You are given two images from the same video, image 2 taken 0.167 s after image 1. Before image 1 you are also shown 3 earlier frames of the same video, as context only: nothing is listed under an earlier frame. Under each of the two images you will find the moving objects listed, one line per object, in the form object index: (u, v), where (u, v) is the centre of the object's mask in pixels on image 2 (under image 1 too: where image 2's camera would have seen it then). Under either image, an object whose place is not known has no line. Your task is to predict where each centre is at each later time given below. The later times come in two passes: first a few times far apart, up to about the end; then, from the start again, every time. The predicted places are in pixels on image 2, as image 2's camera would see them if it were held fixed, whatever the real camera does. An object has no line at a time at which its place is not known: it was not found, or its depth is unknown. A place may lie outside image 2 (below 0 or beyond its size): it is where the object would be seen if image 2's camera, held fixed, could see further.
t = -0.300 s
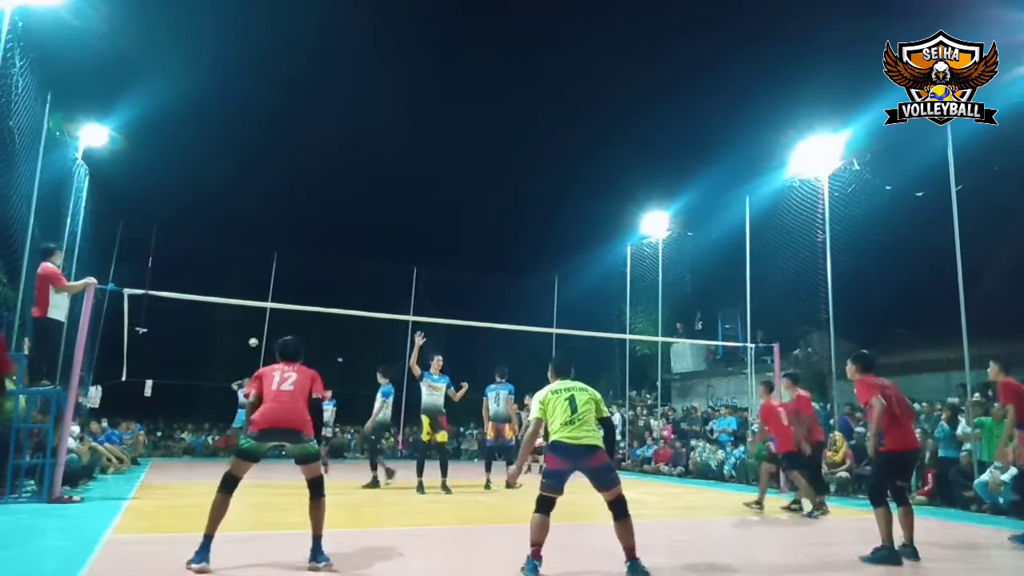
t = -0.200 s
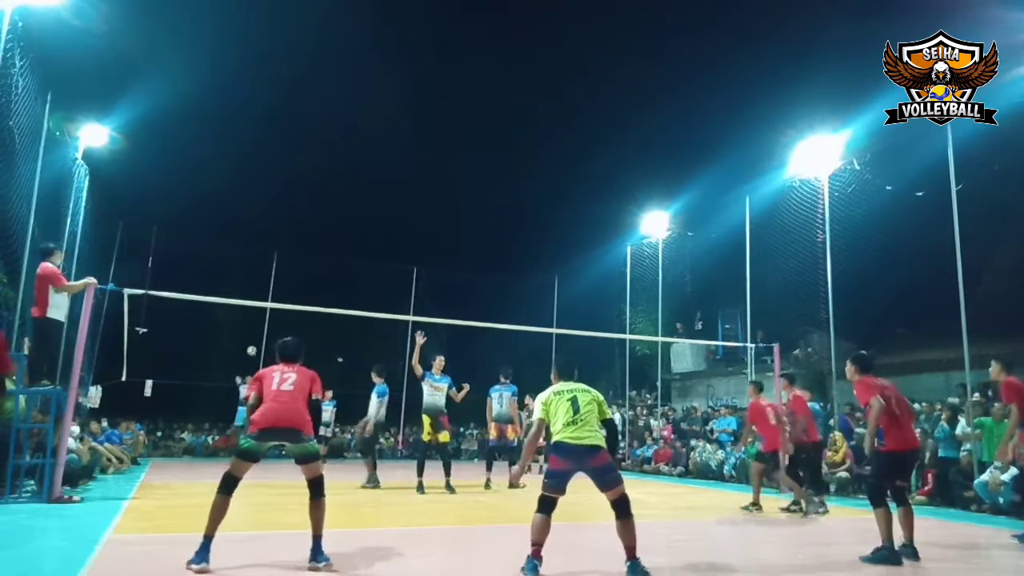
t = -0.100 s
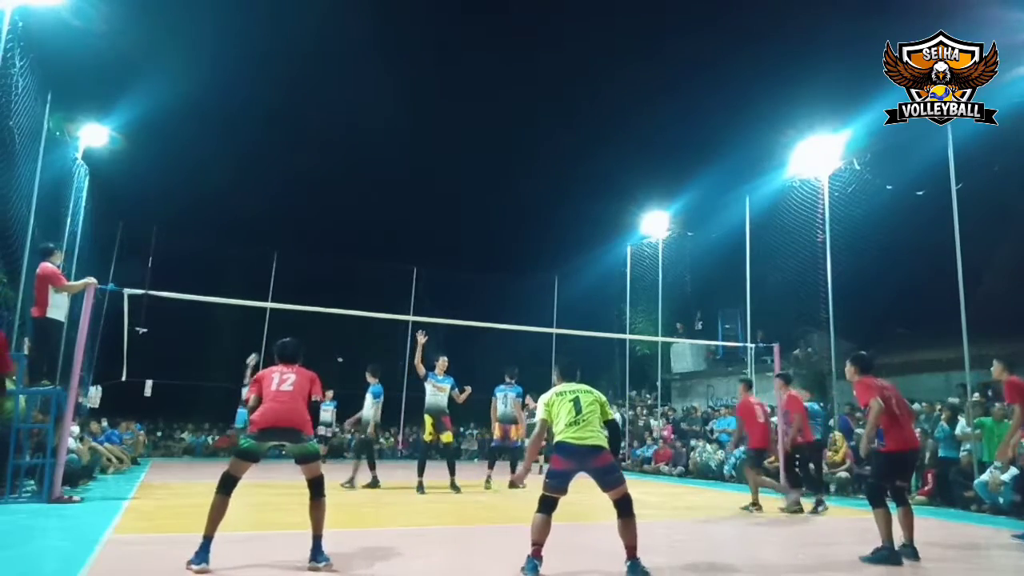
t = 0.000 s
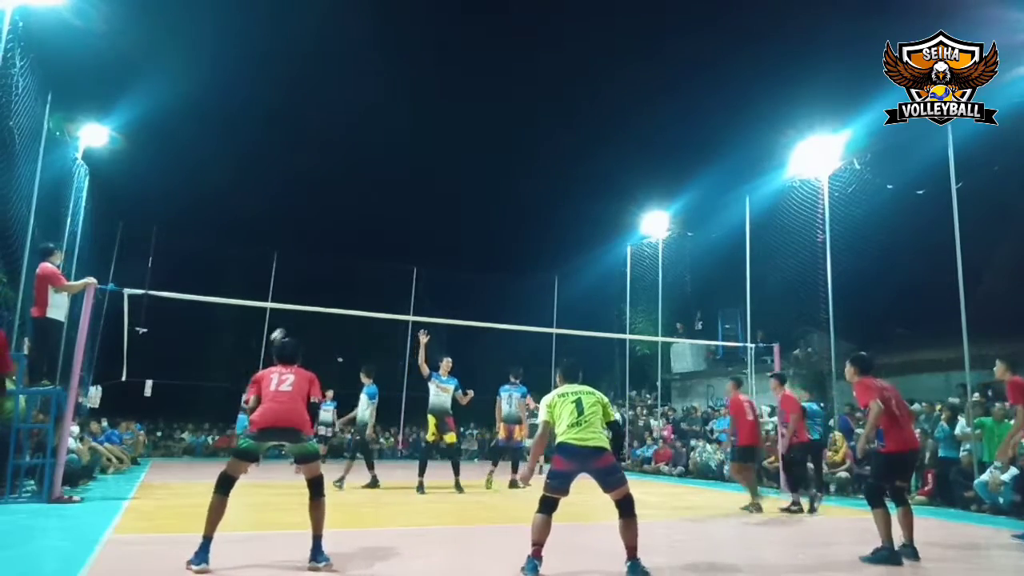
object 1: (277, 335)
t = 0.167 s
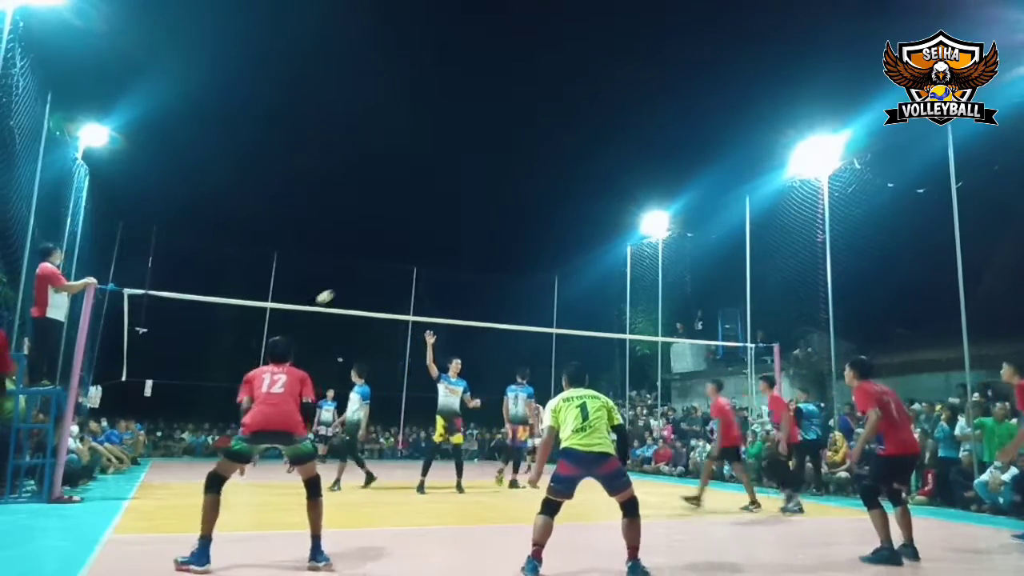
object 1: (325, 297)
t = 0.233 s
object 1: (346, 283)
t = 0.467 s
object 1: (430, 239)
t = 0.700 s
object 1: (530, 208)
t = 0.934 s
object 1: (664, 196)
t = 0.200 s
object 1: (336, 289)
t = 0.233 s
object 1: (346, 283)
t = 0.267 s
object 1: (357, 276)
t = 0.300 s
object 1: (369, 269)
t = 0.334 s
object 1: (379, 263)
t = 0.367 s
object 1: (392, 257)
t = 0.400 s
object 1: (404, 251)
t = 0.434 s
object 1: (416, 245)
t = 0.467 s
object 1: (430, 239)
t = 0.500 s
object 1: (443, 234)
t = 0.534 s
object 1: (456, 229)
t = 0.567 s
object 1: (471, 224)
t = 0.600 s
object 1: (485, 219)
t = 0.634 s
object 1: (499, 216)
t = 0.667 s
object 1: (516, 211)
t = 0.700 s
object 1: (530, 208)
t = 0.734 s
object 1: (547, 205)
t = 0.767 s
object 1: (566, 202)
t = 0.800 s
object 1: (582, 200)
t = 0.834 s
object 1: (601, 197)
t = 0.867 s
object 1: (622, 196)
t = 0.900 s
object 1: (640, 196)
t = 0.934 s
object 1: (664, 196)
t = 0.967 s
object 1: (684, 196)
